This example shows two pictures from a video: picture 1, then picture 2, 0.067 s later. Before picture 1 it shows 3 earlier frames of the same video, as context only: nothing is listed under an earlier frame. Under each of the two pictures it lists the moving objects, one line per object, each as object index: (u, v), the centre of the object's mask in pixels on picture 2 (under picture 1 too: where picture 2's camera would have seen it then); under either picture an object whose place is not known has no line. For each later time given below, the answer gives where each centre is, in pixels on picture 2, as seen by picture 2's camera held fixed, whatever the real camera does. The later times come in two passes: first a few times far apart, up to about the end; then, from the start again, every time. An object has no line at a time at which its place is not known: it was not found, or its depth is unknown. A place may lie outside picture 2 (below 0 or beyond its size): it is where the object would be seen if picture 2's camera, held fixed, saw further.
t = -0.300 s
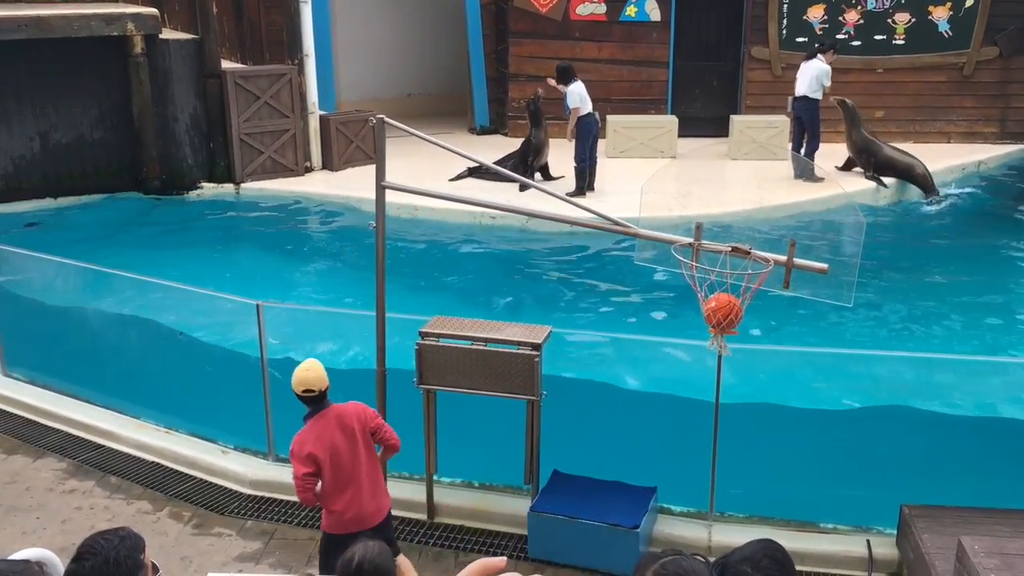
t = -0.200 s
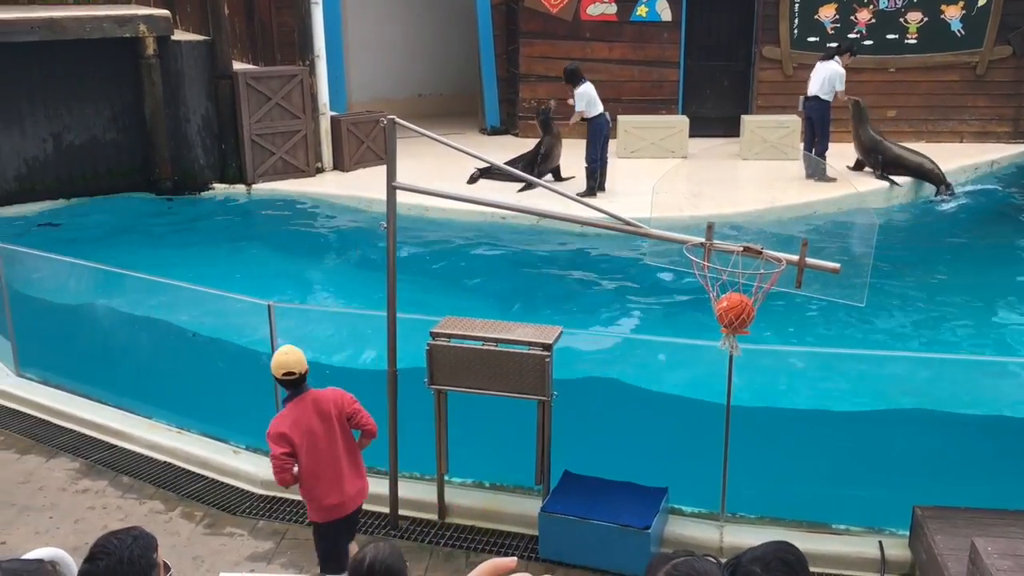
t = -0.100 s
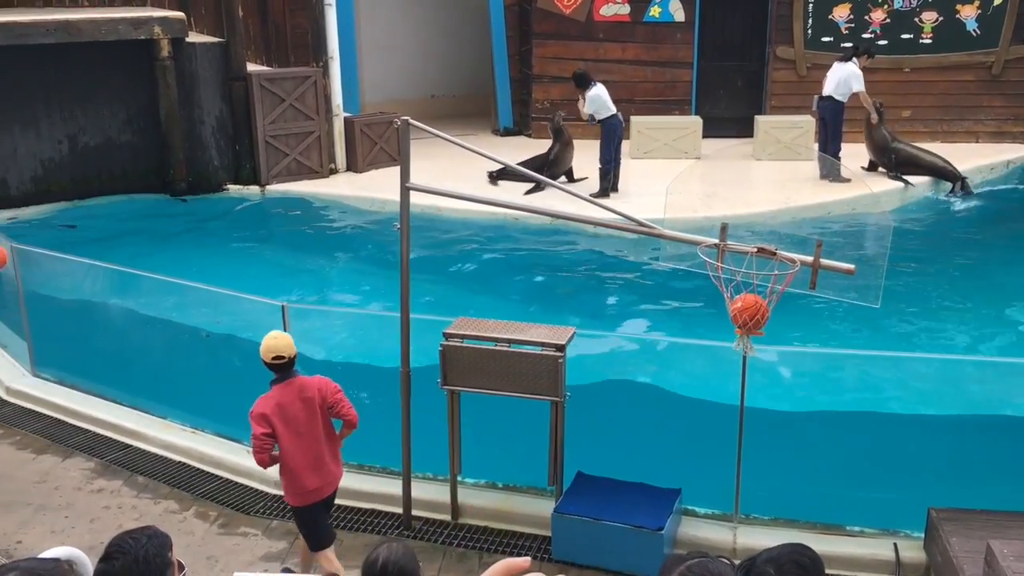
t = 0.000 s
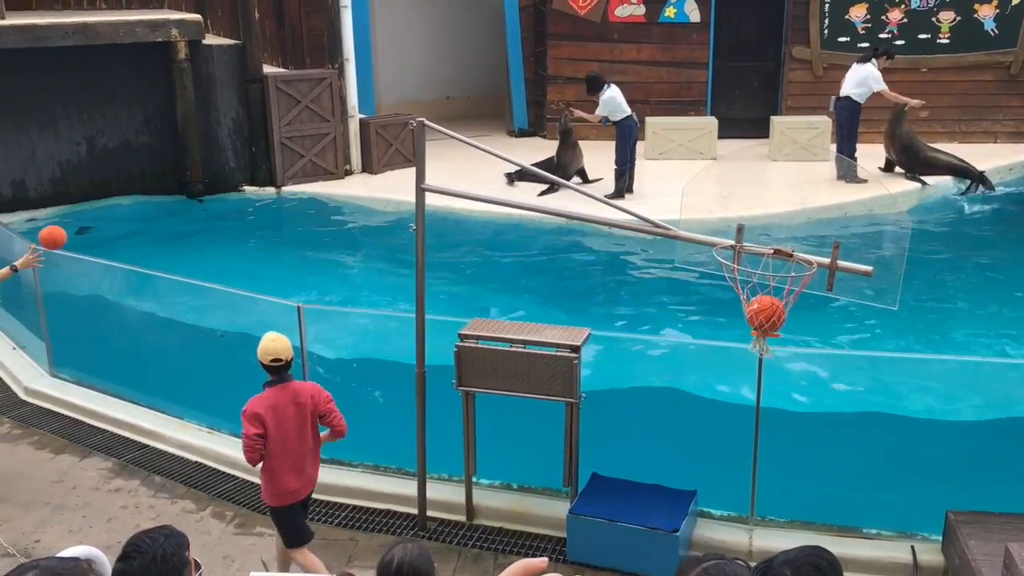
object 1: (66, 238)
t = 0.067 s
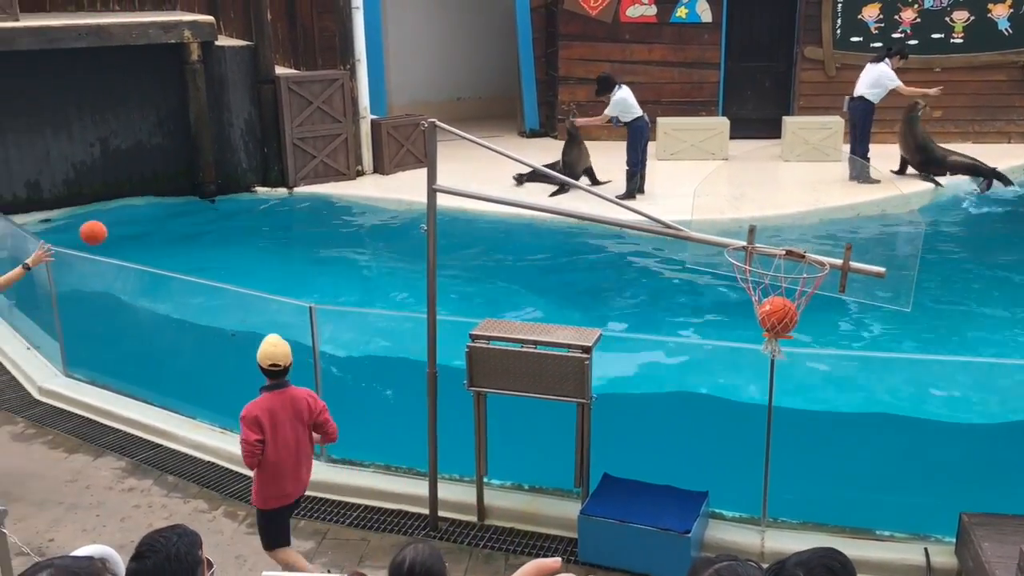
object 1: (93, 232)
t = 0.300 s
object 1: (185, 257)
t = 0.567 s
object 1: (236, 303)
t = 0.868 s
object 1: (259, 279)
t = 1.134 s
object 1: (274, 287)
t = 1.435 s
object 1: (282, 287)
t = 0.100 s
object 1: (107, 231)
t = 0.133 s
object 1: (120, 233)
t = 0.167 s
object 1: (133, 235)
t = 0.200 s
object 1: (146, 239)
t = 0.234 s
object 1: (159, 243)
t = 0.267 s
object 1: (172, 249)
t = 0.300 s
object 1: (185, 257)
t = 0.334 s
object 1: (198, 265)
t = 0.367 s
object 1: (211, 273)
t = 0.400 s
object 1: (220, 286)
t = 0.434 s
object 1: (228, 297)
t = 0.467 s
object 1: (233, 299)
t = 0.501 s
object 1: (235, 301)
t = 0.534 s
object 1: (235, 302)
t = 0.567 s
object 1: (236, 303)
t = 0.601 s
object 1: (237, 302)
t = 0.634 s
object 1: (238, 300)
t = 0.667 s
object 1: (241, 296)
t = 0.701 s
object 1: (247, 289)
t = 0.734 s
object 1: (251, 282)
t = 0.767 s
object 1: (253, 280)
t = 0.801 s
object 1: (255, 279)
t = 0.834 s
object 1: (257, 278)
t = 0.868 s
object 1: (259, 279)
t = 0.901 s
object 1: (262, 281)
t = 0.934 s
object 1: (265, 283)
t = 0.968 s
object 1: (268, 285)
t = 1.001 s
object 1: (270, 286)
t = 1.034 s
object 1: (271, 287)
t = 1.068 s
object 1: (272, 287)
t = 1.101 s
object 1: (273, 287)
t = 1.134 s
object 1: (274, 287)
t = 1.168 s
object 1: (274, 286)
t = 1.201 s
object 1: (275, 285)
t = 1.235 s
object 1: (276, 284)
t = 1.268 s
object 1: (276, 284)
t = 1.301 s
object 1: (277, 284)
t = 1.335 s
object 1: (279, 285)
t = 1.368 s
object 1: (279, 285)
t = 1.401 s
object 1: (281, 286)
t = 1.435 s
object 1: (282, 287)
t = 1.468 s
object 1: (283, 287)
